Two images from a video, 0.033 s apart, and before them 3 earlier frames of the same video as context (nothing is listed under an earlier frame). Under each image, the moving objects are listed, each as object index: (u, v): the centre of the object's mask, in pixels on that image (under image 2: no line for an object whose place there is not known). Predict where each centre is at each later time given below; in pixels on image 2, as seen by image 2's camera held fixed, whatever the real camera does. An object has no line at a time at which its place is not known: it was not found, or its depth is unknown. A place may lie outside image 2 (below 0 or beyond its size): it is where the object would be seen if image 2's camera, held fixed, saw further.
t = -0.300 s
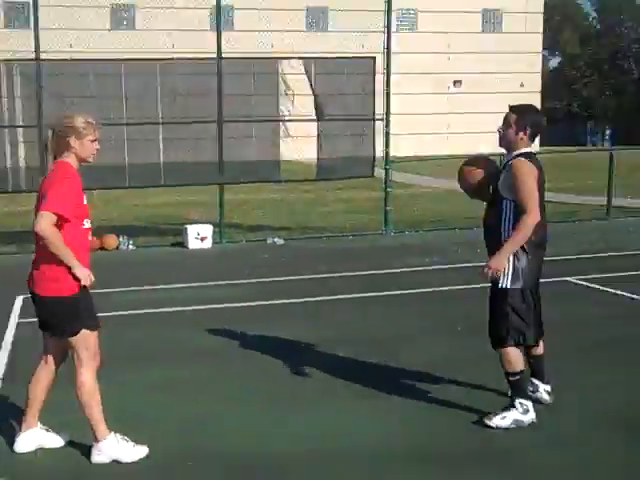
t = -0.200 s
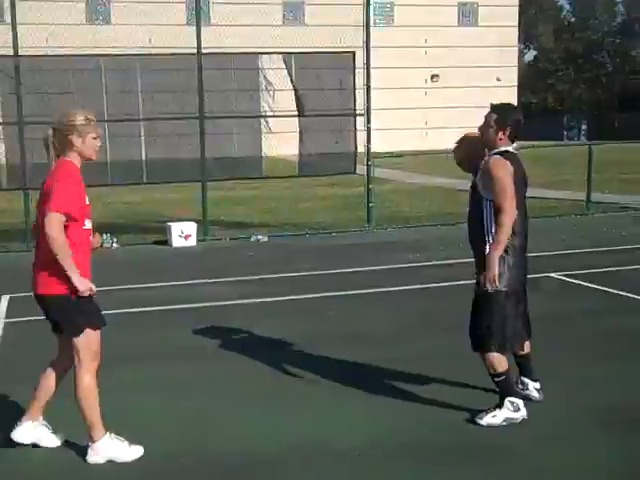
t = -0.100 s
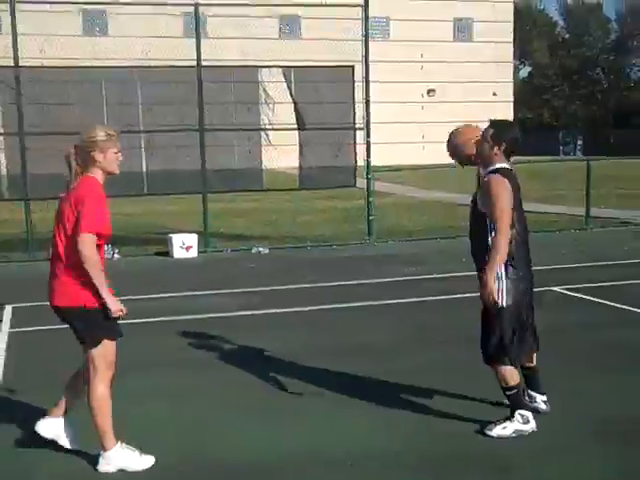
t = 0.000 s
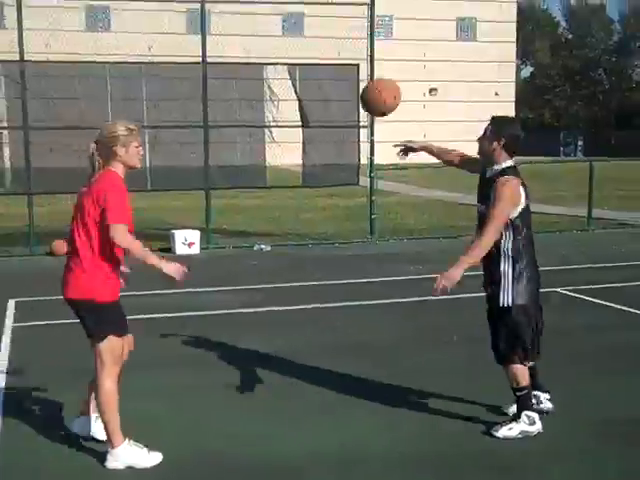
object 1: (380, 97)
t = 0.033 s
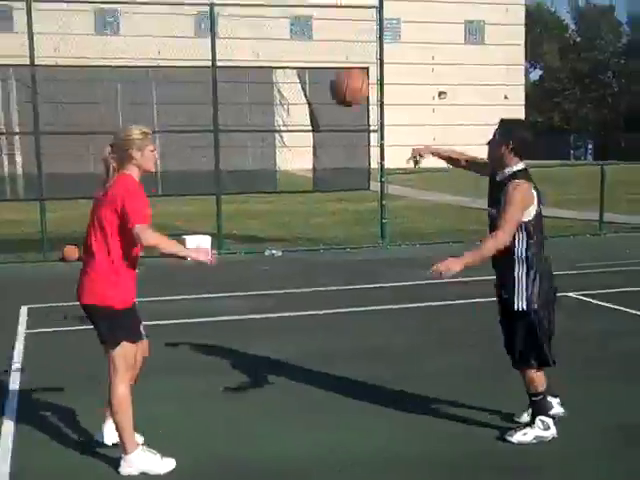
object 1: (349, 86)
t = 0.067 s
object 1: (311, 77)
